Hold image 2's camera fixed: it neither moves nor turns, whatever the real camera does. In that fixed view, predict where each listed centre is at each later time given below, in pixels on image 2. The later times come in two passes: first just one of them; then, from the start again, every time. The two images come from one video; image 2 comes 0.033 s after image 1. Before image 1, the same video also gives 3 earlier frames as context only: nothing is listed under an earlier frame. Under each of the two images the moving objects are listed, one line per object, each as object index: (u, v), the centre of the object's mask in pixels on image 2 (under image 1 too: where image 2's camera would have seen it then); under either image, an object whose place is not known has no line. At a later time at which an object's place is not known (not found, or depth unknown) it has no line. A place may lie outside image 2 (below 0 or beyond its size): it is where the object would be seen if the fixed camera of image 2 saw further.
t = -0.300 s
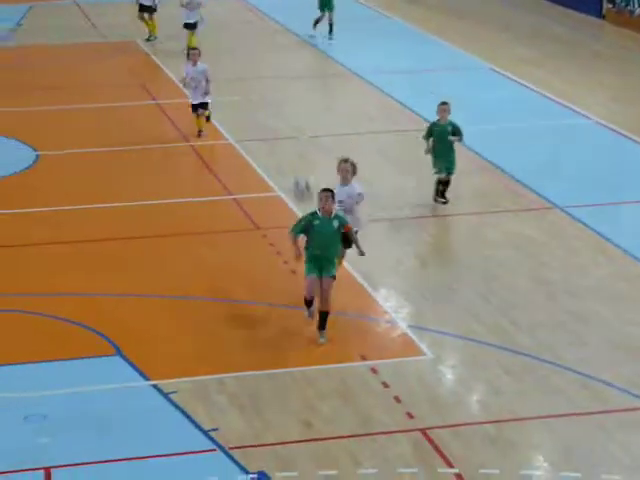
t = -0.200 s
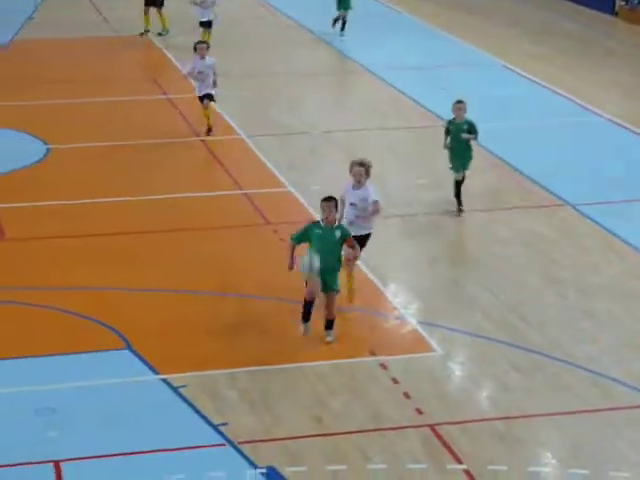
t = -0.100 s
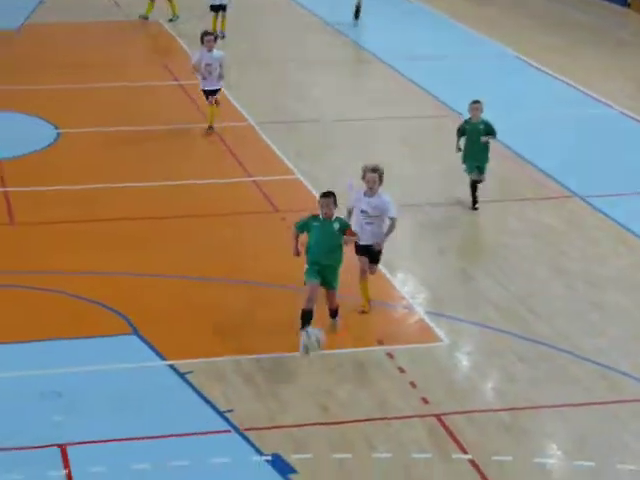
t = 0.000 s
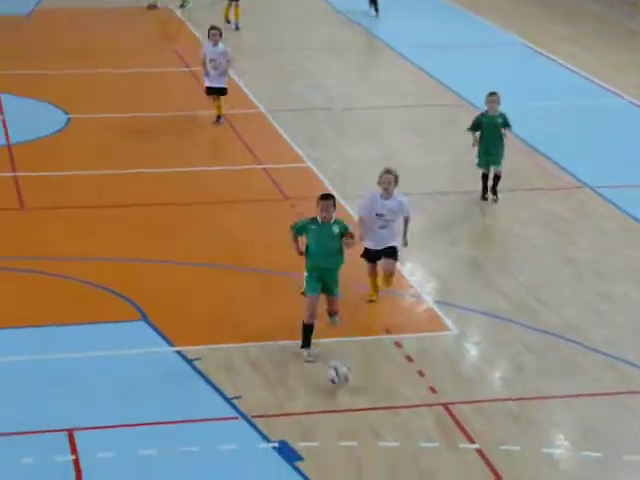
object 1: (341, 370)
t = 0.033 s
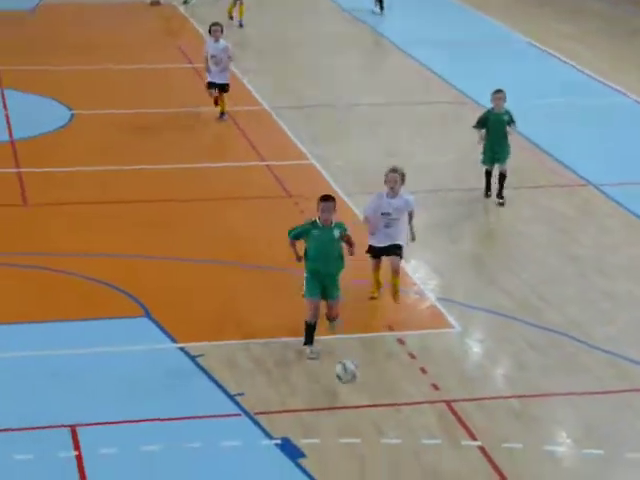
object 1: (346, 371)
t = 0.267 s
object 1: (393, 410)
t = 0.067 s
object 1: (352, 371)
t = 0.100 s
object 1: (359, 374)
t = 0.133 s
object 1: (366, 379)
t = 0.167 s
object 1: (372, 385)
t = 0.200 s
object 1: (379, 391)
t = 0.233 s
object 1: (387, 400)
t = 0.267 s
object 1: (393, 410)
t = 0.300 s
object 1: (401, 424)
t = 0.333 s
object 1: (406, 435)
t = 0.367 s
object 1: (413, 454)
